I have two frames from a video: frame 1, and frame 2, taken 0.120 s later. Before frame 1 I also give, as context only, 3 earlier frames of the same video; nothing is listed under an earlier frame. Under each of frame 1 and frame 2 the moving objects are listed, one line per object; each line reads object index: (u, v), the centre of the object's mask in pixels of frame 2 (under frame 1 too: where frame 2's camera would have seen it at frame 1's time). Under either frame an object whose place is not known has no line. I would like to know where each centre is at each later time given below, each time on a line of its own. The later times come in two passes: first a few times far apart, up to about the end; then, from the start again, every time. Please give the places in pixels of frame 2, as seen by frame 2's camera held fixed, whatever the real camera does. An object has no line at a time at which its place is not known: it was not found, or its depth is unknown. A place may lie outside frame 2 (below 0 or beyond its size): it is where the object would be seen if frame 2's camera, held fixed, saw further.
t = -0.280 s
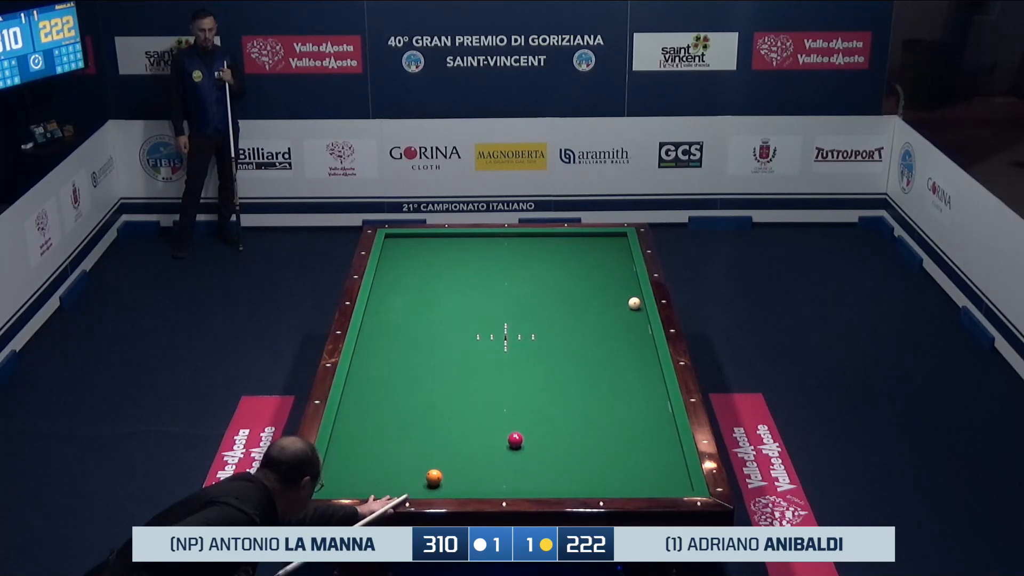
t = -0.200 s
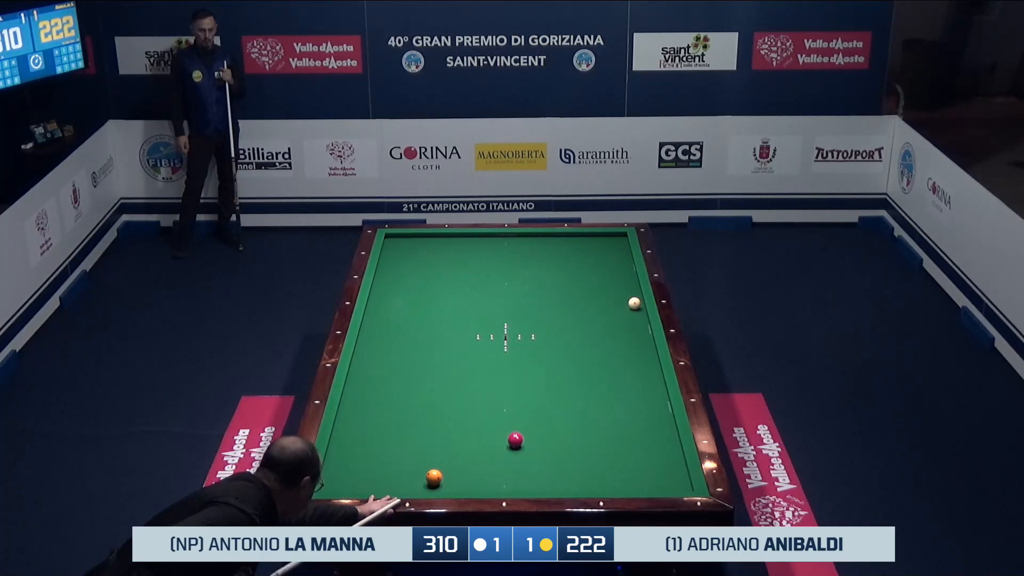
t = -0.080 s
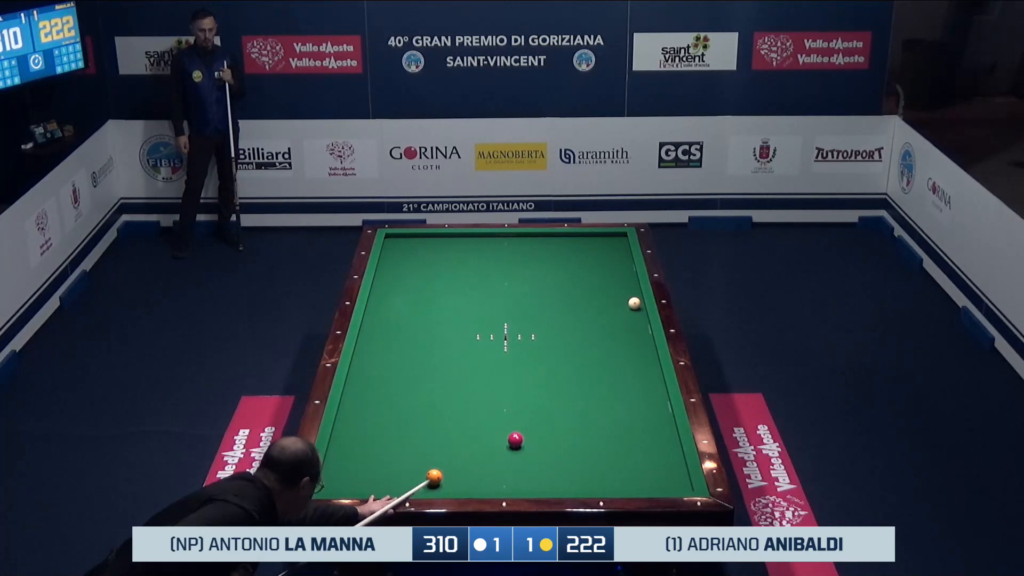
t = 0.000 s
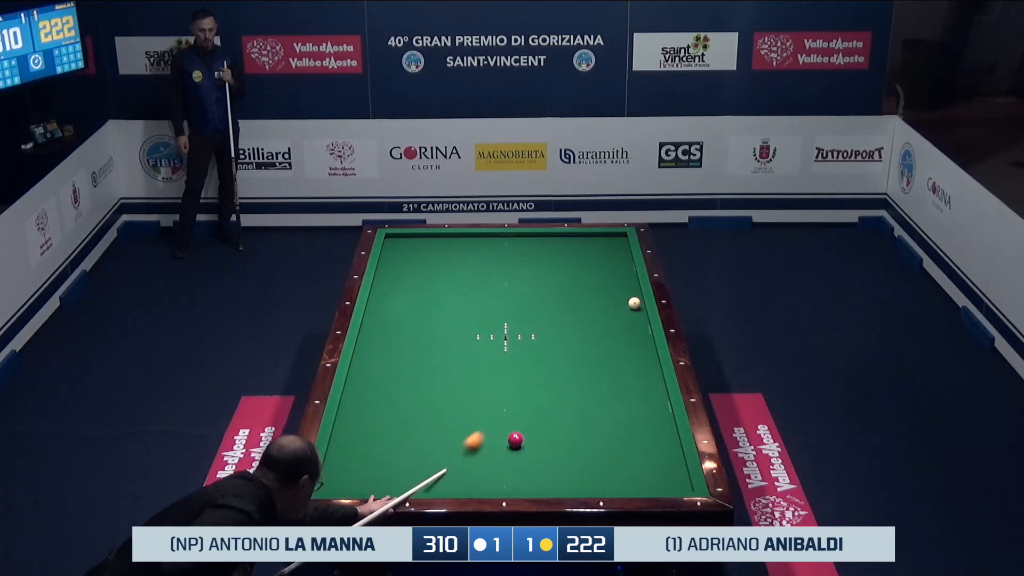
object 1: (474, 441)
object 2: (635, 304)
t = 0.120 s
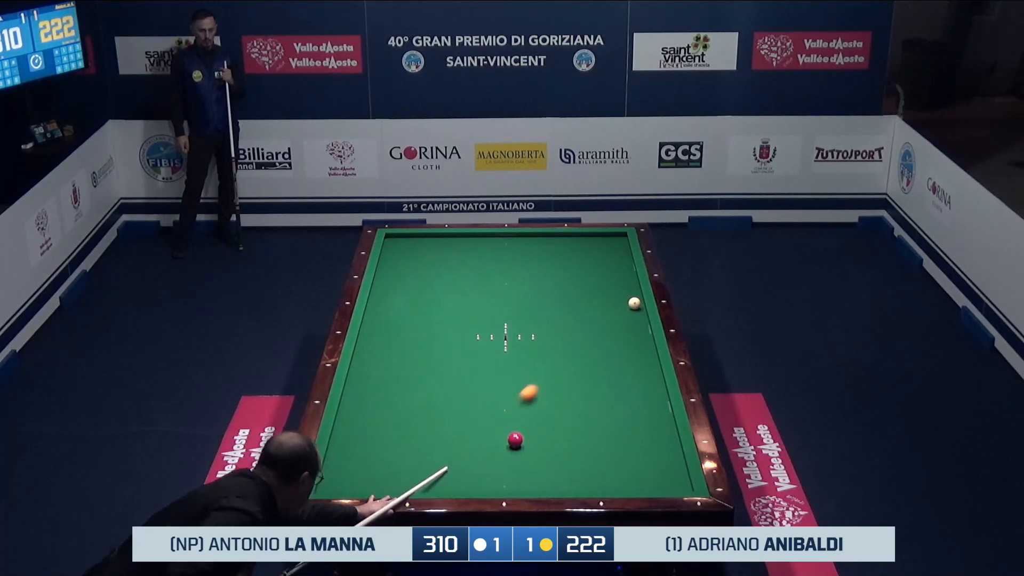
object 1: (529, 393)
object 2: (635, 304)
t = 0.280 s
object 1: (588, 341)
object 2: (635, 303)
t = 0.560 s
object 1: (612, 299)
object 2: (591, 285)
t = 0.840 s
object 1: (591, 284)
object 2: (507, 260)
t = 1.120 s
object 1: (573, 271)
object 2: (444, 243)
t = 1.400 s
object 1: (556, 258)
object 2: (392, 242)
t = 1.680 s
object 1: (540, 247)
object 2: (433, 255)
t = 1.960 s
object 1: (524, 235)
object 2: (468, 268)
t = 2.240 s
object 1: (509, 241)
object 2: (505, 282)
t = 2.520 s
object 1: (493, 248)
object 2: (543, 296)
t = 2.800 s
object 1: (477, 254)
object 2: (583, 311)
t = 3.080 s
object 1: (462, 261)
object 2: (624, 327)
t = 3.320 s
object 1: (449, 266)
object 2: (640, 339)
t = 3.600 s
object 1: (433, 273)
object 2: (622, 351)
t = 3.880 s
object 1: (417, 280)
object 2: (605, 362)
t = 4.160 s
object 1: (402, 286)
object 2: (588, 374)
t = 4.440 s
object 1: (387, 293)
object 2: (570, 386)
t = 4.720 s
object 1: (374, 299)
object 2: (552, 398)
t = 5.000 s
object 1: (381, 304)
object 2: (534, 410)
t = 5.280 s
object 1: (387, 309)
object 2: (515, 422)
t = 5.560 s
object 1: (393, 314)
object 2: (497, 435)
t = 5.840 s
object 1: (398, 318)
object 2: (478, 448)
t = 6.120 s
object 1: (404, 323)
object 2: (459, 460)
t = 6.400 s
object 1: (409, 327)
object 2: (440, 473)
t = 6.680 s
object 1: (414, 331)
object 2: (421, 484)
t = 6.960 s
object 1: (419, 335)
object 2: (406, 485)
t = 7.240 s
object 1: (424, 338)
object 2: (396, 480)
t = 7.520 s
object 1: (428, 342)
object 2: (386, 474)
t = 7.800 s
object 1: (432, 345)
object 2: (377, 468)
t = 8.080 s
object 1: (436, 348)
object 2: (369, 463)
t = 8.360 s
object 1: (440, 351)
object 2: (361, 458)
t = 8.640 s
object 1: (443, 353)
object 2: (354, 454)
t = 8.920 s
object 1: (446, 355)
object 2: (348, 450)
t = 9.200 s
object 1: (449, 357)
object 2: (342, 446)
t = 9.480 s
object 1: (451, 359)
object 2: (337, 442)
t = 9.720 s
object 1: (453, 360)
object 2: (338, 440)
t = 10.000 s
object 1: (455, 361)
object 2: (342, 438)
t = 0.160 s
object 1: (545, 379)
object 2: (635, 304)
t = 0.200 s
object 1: (561, 366)
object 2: (635, 303)
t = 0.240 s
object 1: (575, 353)
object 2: (635, 304)
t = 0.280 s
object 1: (588, 341)
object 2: (635, 303)
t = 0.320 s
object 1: (601, 330)
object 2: (635, 303)
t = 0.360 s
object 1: (613, 319)
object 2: (635, 304)
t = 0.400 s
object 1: (624, 310)
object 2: (635, 303)
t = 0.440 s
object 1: (623, 305)
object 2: (635, 298)
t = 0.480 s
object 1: (619, 303)
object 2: (619, 292)
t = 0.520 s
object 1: (615, 301)
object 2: (605, 289)
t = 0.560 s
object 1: (612, 299)
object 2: (591, 285)
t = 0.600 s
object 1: (608, 297)
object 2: (578, 281)
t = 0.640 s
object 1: (605, 295)
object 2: (565, 277)
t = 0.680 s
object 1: (602, 293)
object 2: (552, 273)
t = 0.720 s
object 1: (600, 291)
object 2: (540, 270)
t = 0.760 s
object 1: (597, 289)
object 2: (529, 267)
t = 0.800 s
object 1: (594, 287)
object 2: (518, 263)
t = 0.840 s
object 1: (591, 284)
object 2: (507, 260)
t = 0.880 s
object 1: (588, 282)
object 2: (497, 258)
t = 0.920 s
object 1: (586, 280)
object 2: (488, 255)
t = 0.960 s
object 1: (583, 278)
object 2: (479, 252)
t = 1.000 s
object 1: (581, 277)
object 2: (470, 250)
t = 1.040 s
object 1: (578, 275)
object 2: (461, 248)
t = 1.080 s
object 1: (575, 273)
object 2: (452, 245)
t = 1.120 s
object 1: (573, 271)
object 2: (444, 243)
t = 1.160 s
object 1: (570, 269)
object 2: (435, 240)
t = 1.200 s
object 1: (568, 267)
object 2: (427, 238)
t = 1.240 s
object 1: (565, 265)
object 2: (418, 236)
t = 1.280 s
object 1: (563, 264)
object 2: (409, 236)
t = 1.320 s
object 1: (560, 262)
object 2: (400, 238)
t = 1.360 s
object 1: (558, 260)
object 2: (391, 240)
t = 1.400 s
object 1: (556, 258)
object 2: (392, 242)
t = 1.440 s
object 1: (553, 257)
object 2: (399, 244)
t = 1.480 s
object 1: (551, 255)
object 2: (406, 246)
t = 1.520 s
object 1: (549, 253)
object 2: (412, 248)
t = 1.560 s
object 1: (546, 252)
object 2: (418, 250)
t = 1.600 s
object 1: (544, 250)
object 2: (423, 251)
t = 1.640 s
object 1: (542, 248)
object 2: (428, 253)
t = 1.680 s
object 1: (540, 247)
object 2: (433, 255)
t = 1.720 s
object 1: (537, 245)
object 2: (438, 257)
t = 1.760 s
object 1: (535, 243)
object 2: (443, 259)
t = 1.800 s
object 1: (533, 242)
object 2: (448, 261)
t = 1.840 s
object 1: (531, 240)
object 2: (453, 263)
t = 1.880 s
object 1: (529, 239)
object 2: (458, 264)
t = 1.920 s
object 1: (526, 237)
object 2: (463, 266)
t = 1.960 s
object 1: (524, 235)
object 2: (468, 268)
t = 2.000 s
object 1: (522, 235)
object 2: (473, 270)
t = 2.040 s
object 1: (520, 236)
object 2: (479, 272)
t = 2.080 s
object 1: (518, 237)
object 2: (484, 274)
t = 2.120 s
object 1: (515, 238)
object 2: (489, 276)
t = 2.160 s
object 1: (513, 239)
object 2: (494, 278)
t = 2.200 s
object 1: (511, 240)
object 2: (499, 280)
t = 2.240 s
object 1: (509, 241)
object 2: (505, 282)
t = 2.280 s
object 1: (507, 242)
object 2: (510, 284)
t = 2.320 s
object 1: (504, 243)
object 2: (516, 286)
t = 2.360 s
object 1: (502, 244)
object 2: (521, 288)
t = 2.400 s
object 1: (500, 245)
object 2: (527, 290)
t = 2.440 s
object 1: (497, 246)
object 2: (532, 292)
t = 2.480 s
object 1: (495, 247)
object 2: (537, 294)
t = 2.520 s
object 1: (493, 248)
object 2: (543, 296)
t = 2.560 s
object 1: (491, 249)
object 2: (549, 298)
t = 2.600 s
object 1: (489, 250)
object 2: (555, 300)
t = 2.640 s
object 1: (486, 251)
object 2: (560, 303)
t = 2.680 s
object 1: (484, 251)
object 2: (566, 305)
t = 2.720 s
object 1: (482, 252)
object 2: (571, 307)
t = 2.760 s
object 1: (480, 253)
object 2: (577, 309)
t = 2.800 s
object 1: (477, 254)
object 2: (583, 311)
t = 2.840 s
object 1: (475, 255)
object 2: (589, 314)
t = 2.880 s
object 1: (473, 256)
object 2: (595, 316)
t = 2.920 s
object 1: (471, 257)
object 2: (601, 318)
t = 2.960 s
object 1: (469, 258)
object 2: (606, 320)
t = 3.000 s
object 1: (466, 259)
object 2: (612, 323)
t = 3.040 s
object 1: (464, 260)
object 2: (618, 325)
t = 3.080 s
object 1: (462, 261)
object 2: (624, 327)
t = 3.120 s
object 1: (460, 262)
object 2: (630, 330)
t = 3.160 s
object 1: (457, 263)
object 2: (636, 332)
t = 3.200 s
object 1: (455, 264)
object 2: (643, 334)
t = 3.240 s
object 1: (453, 265)
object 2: (647, 336)
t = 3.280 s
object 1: (451, 266)
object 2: (643, 338)
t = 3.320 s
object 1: (449, 266)
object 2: (640, 339)
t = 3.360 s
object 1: (446, 267)
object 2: (636, 341)
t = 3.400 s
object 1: (444, 268)
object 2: (634, 343)
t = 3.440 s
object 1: (442, 269)
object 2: (631, 344)
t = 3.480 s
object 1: (440, 270)
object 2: (629, 346)
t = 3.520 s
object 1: (437, 271)
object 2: (627, 347)
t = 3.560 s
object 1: (435, 272)
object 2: (624, 349)
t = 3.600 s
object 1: (433, 273)
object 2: (622, 351)
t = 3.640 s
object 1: (431, 274)
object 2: (619, 352)
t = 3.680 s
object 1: (429, 275)
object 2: (617, 354)
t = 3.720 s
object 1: (426, 276)
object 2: (615, 356)
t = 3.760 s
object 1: (424, 277)
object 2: (612, 357)
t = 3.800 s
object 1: (422, 278)
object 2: (610, 359)
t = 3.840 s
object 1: (420, 279)
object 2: (607, 361)
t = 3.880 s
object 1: (417, 280)
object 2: (605, 362)
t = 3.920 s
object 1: (415, 281)
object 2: (602, 364)
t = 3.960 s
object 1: (413, 281)
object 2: (600, 366)
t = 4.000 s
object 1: (411, 283)
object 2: (597, 367)
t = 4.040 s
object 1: (409, 283)
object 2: (595, 369)
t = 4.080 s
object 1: (406, 284)
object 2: (592, 371)
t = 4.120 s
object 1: (404, 285)
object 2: (590, 372)
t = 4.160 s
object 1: (402, 286)
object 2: (588, 374)
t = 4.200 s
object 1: (400, 287)
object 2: (585, 376)
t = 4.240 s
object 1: (398, 288)
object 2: (582, 377)
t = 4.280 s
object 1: (395, 289)
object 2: (580, 379)
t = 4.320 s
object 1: (393, 290)
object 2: (578, 381)
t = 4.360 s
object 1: (391, 291)
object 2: (575, 383)
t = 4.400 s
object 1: (389, 292)
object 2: (572, 384)
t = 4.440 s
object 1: (387, 293)
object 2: (570, 386)
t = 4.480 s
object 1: (384, 294)
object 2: (567, 388)
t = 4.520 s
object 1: (382, 294)
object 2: (565, 389)
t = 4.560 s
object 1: (380, 295)
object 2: (562, 391)
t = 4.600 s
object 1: (378, 296)
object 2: (560, 393)
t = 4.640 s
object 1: (376, 297)
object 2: (557, 394)
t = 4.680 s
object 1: (374, 298)
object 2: (555, 396)
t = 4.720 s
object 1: (374, 299)
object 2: (552, 398)
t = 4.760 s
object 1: (375, 300)
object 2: (550, 400)
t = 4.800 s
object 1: (376, 300)
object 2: (547, 401)
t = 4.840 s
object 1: (377, 301)
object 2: (544, 403)
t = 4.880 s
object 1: (378, 302)
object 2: (542, 405)
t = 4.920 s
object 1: (379, 302)
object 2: (539, 407)
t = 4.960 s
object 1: (380, 303)
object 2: (536, 408)
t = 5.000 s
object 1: (381, 304)
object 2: (534, 410)
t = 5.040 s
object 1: (381, 305)
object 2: (531, 412)
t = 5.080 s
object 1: (382, 305)
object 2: (529, 413)
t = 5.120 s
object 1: (383, 306)
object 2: (526, 416)
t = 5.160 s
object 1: (384, 307)
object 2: (523, 417)
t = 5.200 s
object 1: (385, 307)
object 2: (521, 419)
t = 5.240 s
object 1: (386, 308)
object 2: (518, 421)
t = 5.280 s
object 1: (387, 309)
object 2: (515, 422)
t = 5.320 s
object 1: (388, 310)
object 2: (513, 424)
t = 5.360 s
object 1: (389, 310)
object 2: (510, 425)
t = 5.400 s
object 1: (389, 311)
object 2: (507, 427)
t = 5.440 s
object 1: (390, 312)
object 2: (504, 429)
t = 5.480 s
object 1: (391, 312)
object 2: (502, 431)
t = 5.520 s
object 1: (392, 313)
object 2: (499, 432)
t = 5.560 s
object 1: (393, 314)
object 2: (497, 435)
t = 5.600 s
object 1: (393, 314)
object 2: (494, 437)
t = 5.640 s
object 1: (394, 315)
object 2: (491, 438)
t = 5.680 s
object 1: (395, 316)
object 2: (489, 440)
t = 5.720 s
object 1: (396, 316)
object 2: (486, 442)
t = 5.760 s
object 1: (397, 317)
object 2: (483, 444)
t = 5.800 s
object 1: (398, 317)
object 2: (481, 446)
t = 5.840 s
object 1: (398, 318)
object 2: (478, 448)
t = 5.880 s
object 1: (399, 319)
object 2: (475, 449)
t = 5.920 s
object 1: (400, 320)
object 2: (473, 451)
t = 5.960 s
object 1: (401, 320)
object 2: (470, 453)
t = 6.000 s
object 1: (402, 321)
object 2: (467, 455)
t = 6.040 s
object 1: (402, 321)
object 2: (465, 456)
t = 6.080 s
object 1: (403, 322)
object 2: (462, 458)
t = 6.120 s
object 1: (404, 323)
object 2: (459, 460)
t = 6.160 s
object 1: (405, 323)
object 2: (456, 462)
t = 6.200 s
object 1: (406, 324)
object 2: (454, 464)
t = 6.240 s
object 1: (406, 324)
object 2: (451, 466)
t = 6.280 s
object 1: (407, 325)
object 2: (448, 467)
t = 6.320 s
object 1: (408, 326)
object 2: (445, 469)
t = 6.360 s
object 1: (409, 326)
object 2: (443, 471)
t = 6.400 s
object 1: (409, 327)
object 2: (440, 473)
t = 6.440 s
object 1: (410, 327)
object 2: (437, 474)
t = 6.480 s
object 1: (411, 328)
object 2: (434, 476)
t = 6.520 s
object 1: (411, 329)
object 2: (432, 478)
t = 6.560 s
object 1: (412, 329)
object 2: (429, 479)
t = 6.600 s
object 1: (413, 330)
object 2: (426, 481)
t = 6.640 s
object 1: (414, 330)
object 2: (423, 483)
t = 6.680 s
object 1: (414, 331)
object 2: (421, 484)
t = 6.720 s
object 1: (415, 331)
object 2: (418, 485)
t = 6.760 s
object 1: (416, 332)
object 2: (415, 486)
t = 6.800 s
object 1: (416, 332)
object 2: (413, 487)
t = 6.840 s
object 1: (417, 333)
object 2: (411, 487)
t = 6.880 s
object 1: (418, 333)
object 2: (409, 486)
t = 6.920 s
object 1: (418, 334)
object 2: (408, 485)
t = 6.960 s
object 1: (419, 335)
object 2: (406, 485)
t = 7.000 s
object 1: (420, 335)
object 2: (405, 484)
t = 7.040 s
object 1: (421, 336)
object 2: (403, 484)
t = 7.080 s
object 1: (421, 336)
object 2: (402, 483)
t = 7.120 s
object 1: (422, 337)
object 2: (400, 483)
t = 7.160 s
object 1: (422, 337)
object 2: (399, 482)
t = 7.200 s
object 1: (423, 338)
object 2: (397, 481)
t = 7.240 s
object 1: (424, 338)
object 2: (396, 480)
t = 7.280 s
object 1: (425, 339)
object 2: (395, 479)
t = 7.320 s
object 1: (425, 339)
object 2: (393, 479)
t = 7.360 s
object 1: (426, 340)
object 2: (392, 478)
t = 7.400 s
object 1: (426, 340)
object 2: (390, 477)
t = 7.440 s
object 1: (427, 341)
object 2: (389, 476)
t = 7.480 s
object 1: (428, 341)
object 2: (387, 475)
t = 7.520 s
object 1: (428, 342)
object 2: (386, 474)
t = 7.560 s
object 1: (429, 342)
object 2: (385, 473)
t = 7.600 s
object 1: (429, 343)
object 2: (384, 473)
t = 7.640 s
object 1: (430, 343)
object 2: (382, 472)
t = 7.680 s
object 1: (431, 344)
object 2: (381, 471)
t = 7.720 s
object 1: (431, 344)
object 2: (380, 470)
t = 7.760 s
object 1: (432, 344)
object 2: (379, 469)
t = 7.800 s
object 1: (432, 345)
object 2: (377, 468)
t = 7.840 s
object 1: (433, 345)
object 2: (376, 468)
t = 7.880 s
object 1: (433, 346)
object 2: (375, 467)
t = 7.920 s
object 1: (434, 346)
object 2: (374, 466)
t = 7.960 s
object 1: (435, 347)
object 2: (372, 465)
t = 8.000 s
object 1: (435, 347)
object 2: (371, 465)
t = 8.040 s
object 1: (436, 347)
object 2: (370, 464)
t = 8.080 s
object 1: (436, 348)
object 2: (369, 463)
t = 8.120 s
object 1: (437, 348)
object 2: (368, 462)
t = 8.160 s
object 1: (437, 349)
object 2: (367, 462)
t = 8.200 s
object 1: (438, 349)
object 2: (366, 461)
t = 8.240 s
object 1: (438, 349)
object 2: (365, 460)
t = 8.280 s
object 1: (439, 350)
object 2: (363, 459)
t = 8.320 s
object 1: (439, 350)
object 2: (362, 459)
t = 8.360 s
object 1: (440, 351)
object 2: (361, 458)
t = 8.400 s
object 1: (440, 351)
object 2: (360, 458)
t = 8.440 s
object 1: (440, 351)
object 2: (359, 457)
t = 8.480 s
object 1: (441, 352)
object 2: (358, 456)
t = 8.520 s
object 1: (441, 352)
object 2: (357, 456)
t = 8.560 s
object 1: (442, 352)
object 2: (356, 455)
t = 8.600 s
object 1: (442, 353)
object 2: (355, 455)
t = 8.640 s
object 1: (443, 353)
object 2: (354, 454)
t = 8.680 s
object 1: (443, 353)
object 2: (353, 453)
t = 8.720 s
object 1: (444, 354)
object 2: (352, 453)
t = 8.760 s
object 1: (444, 354)
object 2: (351, 452)
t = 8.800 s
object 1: (445, 354)
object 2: (351, 452)
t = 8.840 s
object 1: (445, 355)
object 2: (350, 451)
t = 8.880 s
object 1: (445, 355)
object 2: (349, 450)
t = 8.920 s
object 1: (446, 355)
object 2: (348, 450)
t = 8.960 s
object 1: (446, 356)
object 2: (347, 449)
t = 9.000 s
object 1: (447, 356)
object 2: (346, 448)
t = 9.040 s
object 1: (447, 356)
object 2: (346, 448)
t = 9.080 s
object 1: (447, 356)
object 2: (345, 447)
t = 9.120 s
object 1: (448, 357)
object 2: (344, 447)
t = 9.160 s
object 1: (448, 357)
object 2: (343, 446)
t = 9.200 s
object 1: (449, 357)
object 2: (342, 446)
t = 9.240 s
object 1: (449, 357)
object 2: (341, 445)
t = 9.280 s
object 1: (449, 358)
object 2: (341, 445)
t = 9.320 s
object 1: (450, 358)
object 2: (340, 444)
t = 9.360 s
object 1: (450, 358)
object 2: (339, 443)
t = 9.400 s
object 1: (450, 358)
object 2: (338, 443)
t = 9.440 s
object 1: (451, 359)
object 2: (337, 443)
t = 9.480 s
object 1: (451, 359)
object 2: (337, 442)
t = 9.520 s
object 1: (451, 359)
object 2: (336, 442)
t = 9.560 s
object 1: (452, 359)
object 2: (336, 441)
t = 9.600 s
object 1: (452, 360)
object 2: (337, 441)
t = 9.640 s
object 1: (452, 360)
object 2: (337, 441)
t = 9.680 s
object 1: (453, 360)
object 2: (338, 440)
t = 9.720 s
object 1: (453, 360)
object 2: (338, 440)
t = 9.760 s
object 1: (453, 360)
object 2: (338, 440)
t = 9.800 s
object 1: (453, 360)
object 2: (339, 439)
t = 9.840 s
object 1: (454, 361)
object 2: (340, 439)
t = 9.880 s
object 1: (454, 361)
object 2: (340, 439)
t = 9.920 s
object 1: (454, 361)
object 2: (340, 438)
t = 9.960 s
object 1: (454, 361)
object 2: (341, 438)
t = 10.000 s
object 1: (455, 361)
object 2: (342, 438)
